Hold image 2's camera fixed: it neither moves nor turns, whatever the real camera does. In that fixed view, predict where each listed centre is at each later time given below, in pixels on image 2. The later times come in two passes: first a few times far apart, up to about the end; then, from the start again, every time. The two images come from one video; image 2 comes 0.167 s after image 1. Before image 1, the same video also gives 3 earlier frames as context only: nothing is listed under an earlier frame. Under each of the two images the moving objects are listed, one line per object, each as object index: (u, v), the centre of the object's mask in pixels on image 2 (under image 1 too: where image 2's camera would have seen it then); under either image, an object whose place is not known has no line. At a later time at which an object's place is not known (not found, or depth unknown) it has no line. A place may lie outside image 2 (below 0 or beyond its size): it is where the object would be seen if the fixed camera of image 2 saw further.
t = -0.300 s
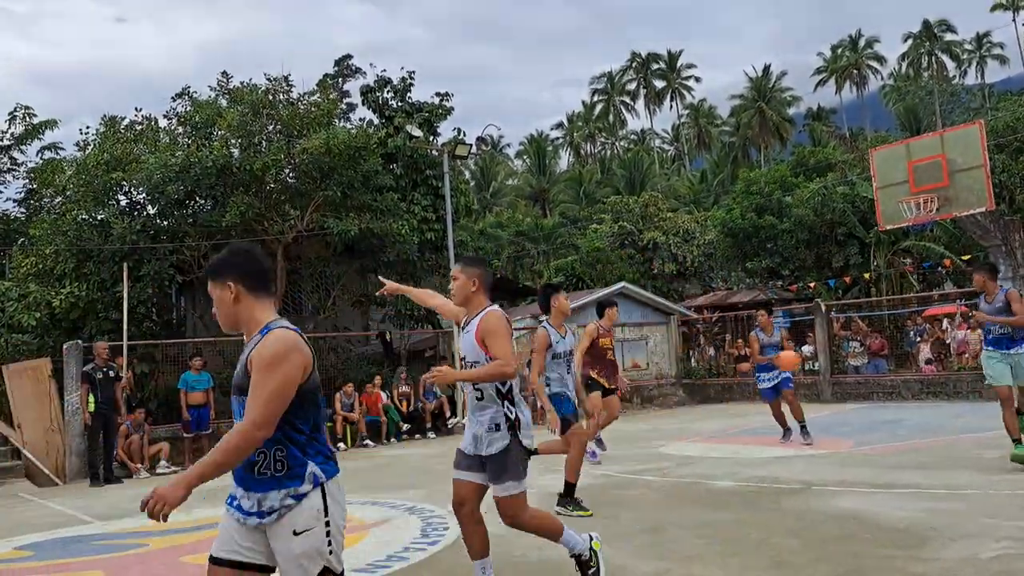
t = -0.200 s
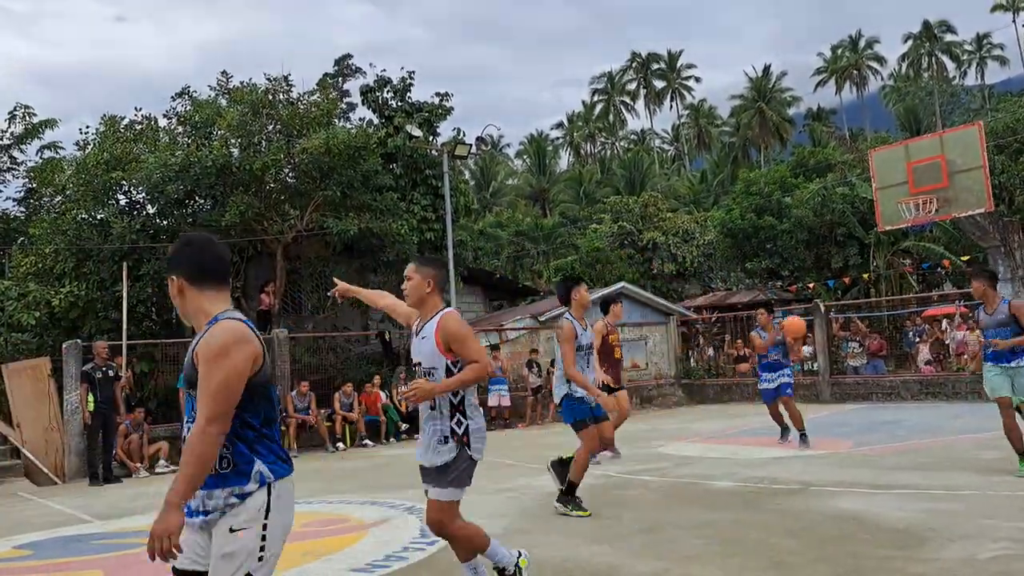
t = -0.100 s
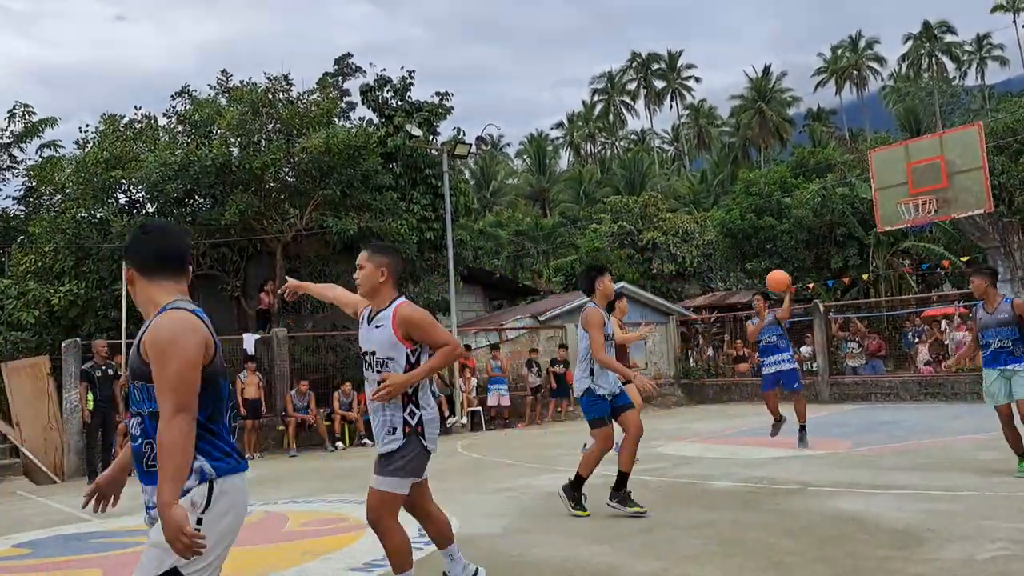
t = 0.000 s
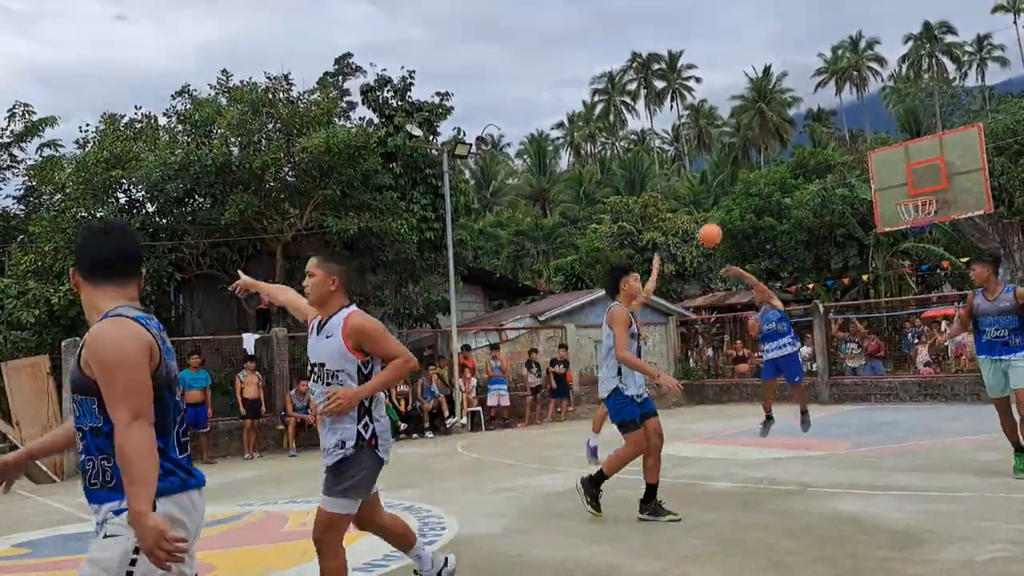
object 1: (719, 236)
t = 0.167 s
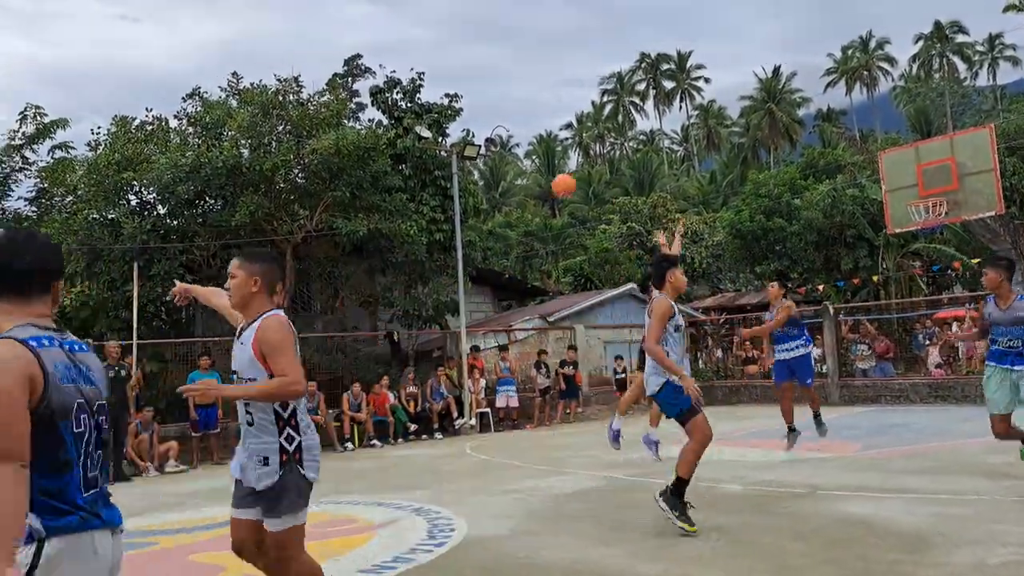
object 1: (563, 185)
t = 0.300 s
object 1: (436, 161)
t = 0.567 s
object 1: (170, 163)
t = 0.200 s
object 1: (532, 178)
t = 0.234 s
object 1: (500, 171)
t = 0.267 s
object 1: (469, 165)
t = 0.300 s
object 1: (436, 161)
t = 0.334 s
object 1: (404, 157)
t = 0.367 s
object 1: (371, 155)
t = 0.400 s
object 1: (338, 154)
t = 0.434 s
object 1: (306, 153)
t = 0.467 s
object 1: (272, 153)
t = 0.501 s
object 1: (238, 155)
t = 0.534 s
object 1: (204, 158)
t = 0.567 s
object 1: (170, 163)
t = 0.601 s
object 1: (135, 168)
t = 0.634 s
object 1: (101, 175)
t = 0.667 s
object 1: (66, 181)
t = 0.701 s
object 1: (30, 191)
